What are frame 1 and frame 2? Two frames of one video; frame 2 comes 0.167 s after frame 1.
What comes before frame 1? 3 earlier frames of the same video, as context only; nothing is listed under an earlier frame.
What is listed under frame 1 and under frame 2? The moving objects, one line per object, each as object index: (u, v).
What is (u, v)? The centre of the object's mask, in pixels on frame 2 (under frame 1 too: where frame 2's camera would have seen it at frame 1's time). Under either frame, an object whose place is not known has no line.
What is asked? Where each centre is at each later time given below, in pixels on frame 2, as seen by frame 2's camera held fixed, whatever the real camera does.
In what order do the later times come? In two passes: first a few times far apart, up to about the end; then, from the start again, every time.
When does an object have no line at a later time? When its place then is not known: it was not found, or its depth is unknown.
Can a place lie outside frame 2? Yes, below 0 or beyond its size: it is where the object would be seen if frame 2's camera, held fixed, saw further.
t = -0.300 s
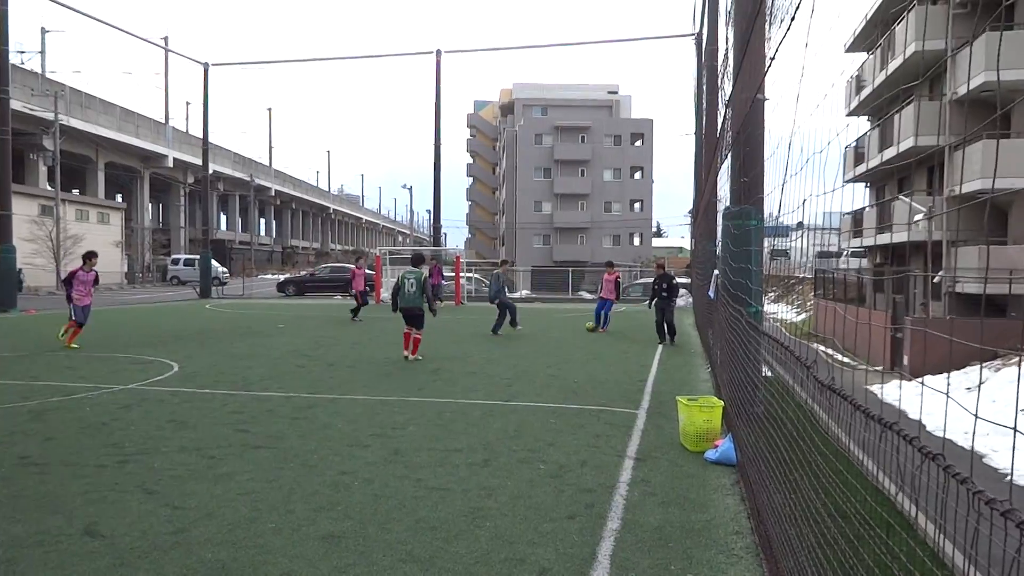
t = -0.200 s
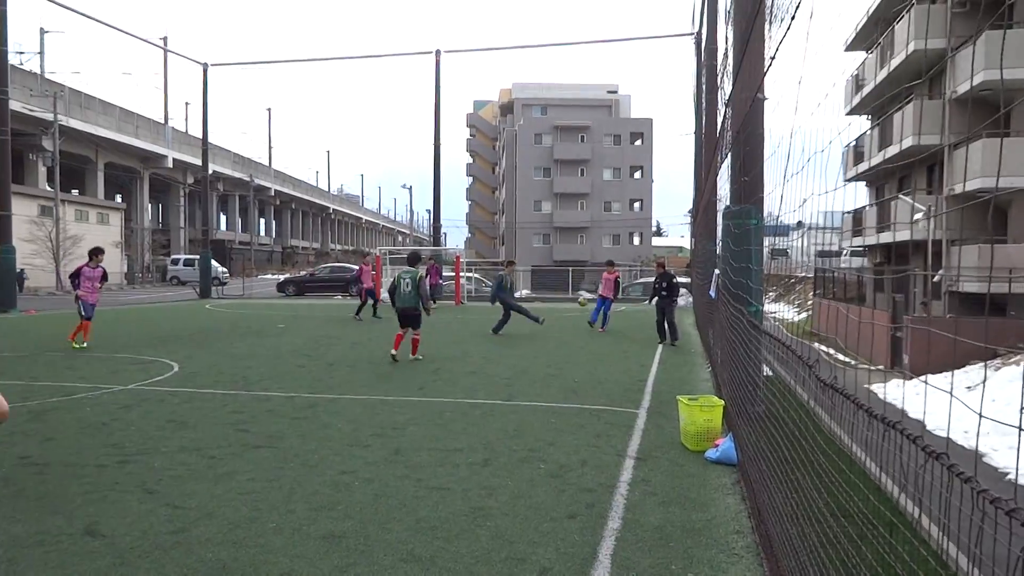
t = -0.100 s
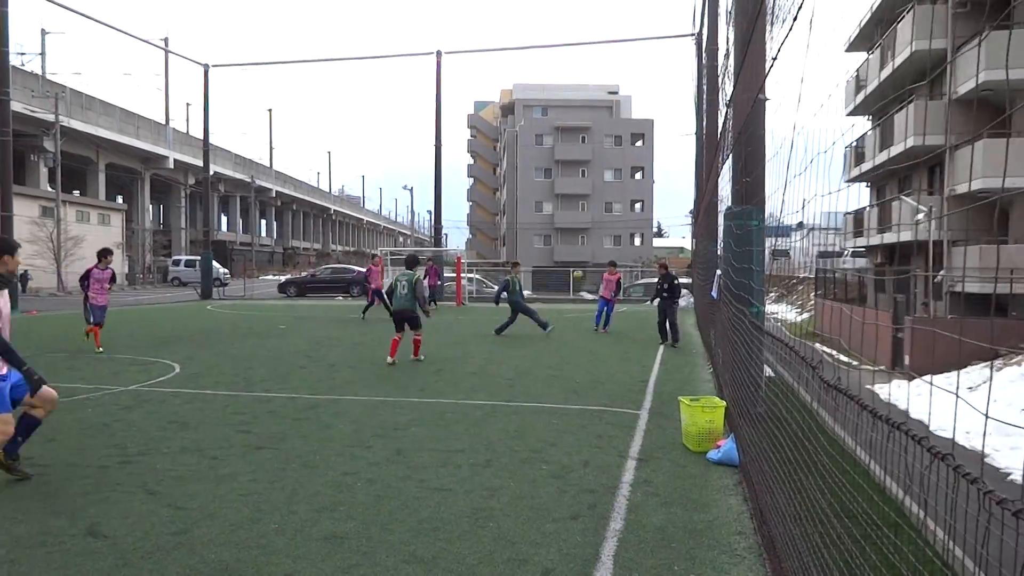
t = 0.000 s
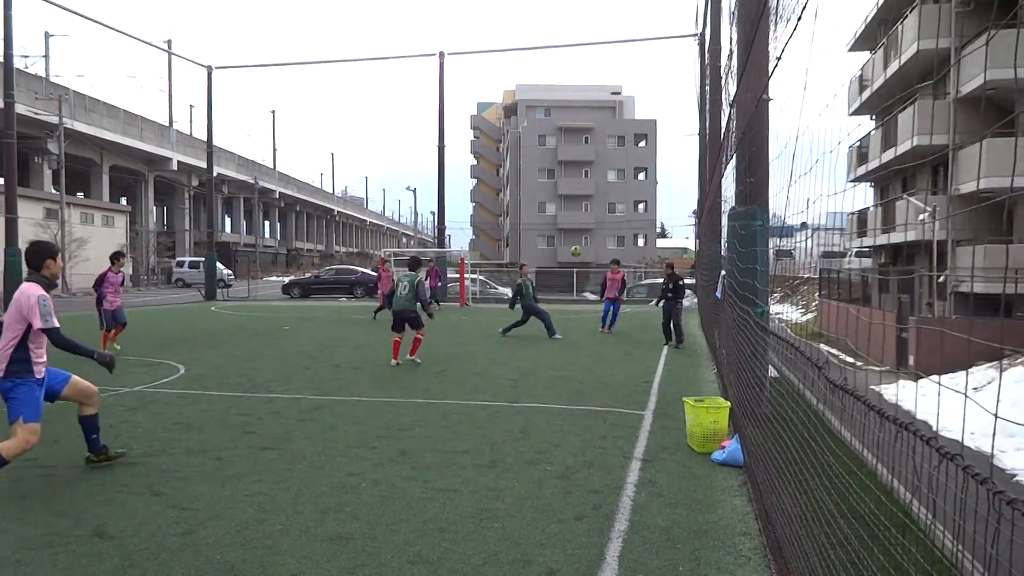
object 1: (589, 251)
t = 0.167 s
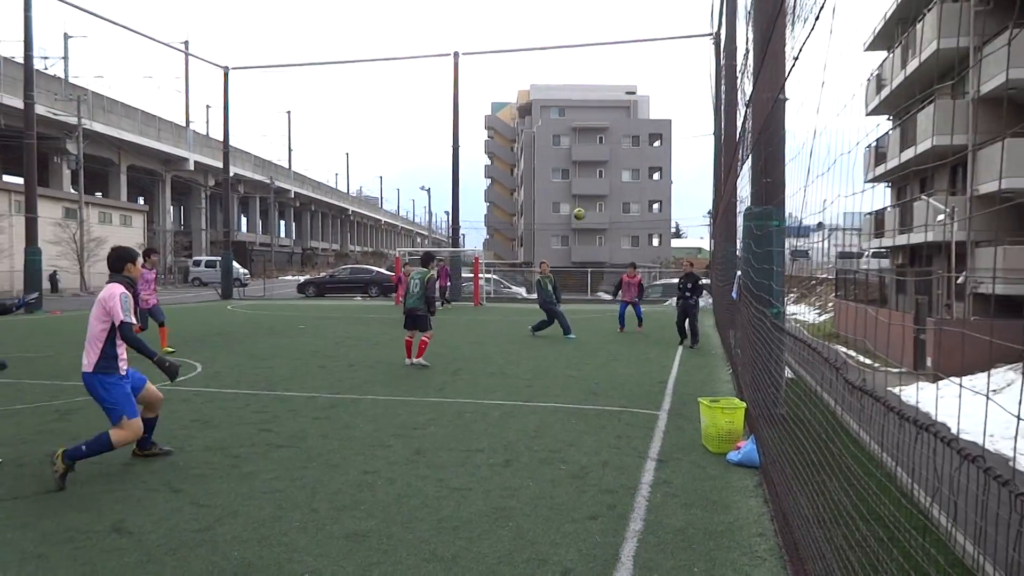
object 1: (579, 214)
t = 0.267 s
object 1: (572, 195)
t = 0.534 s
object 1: (549, 166)
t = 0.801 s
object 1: (520, 184)
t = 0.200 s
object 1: (577, 207)
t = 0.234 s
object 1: (574, 201)
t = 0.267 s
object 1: (572, 195)
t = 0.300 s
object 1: (570, 190)
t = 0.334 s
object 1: (567, 185)
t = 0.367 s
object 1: (564, 180)
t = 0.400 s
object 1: (561, 177)
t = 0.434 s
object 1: (558, 173)
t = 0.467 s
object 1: (555, 171)
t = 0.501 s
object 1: (552, 168)
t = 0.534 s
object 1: (549, 166)
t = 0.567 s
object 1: (546, 165)
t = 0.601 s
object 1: (542, 165)
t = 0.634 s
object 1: (539, 166)
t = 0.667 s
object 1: (535, 168)
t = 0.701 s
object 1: (531, 170)
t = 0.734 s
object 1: (527, 174)
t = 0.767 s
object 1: (523, 178)
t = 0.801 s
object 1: (520, 184)
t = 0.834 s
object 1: (515, 191)
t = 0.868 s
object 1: (510, 200)
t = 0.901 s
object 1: (504, 210)
